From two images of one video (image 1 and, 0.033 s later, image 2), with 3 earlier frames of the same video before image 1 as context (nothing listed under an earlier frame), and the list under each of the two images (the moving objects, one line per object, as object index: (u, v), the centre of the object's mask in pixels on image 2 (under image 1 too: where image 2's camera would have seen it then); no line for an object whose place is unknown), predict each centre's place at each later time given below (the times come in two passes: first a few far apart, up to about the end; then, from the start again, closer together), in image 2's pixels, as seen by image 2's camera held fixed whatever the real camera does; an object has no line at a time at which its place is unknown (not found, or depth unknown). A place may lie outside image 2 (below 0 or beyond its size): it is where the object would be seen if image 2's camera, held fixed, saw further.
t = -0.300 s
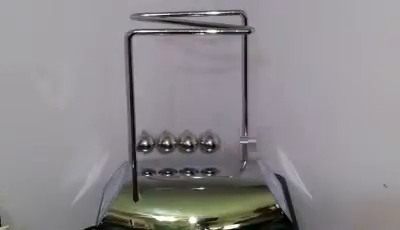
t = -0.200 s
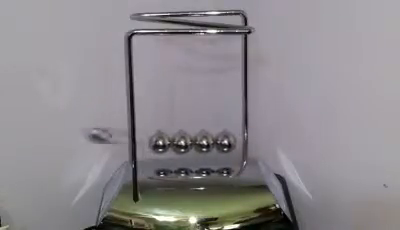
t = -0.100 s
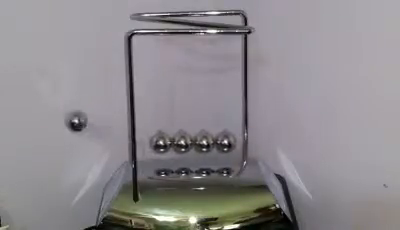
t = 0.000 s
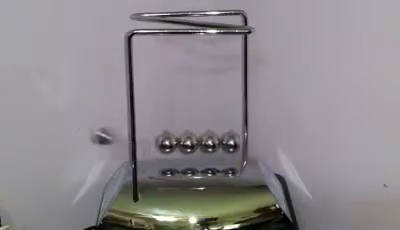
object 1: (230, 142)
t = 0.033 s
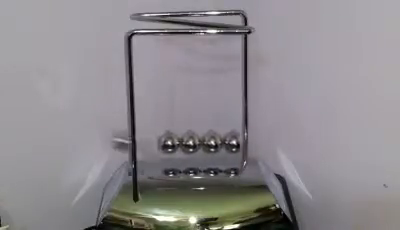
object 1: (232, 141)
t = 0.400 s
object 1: (241, 142)
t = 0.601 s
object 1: (225, 141)
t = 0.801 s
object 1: (258, 138)
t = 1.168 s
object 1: (224, 141)
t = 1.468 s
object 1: (237, 142)
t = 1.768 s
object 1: (254, 139)
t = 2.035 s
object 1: (229, 141)
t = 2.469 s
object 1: (247, 143)
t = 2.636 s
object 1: (222, 141)
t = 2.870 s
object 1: (245, 143)
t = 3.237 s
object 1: (223, 141)
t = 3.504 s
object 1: (235, 142)
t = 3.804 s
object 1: (261, 138)
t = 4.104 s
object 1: (228, 141)
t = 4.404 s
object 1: (276, 133)
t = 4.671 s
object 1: (221, 141)
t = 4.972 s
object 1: (258, 139)
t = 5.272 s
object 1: (221, 141)
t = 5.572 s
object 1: (237, 142)
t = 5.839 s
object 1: (263, 138)
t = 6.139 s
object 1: (227, 141)
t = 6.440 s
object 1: (270, 136)
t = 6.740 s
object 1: (221, 141)
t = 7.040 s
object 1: (255, 139)
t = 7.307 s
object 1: (228, 140)
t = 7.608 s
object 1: (237, 142)
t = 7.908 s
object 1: (255, 140)
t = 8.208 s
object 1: (229, 141)
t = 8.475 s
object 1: (262, 138)
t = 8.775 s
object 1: (221, 141)
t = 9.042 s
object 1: (241, 141)
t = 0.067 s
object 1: (235, 142)
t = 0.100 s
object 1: (255, 143)
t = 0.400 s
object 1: (241, 142)
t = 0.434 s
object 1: (227, 142)
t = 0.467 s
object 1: (226, 141)
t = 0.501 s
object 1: (225, 142)
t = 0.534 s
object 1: (224, 141)
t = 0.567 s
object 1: (224, 142)
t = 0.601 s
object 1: (225, 141)
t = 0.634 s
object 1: (226, 141)
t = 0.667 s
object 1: (229, 141)
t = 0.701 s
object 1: (230, 142)
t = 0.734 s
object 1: (234, 142)
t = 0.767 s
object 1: (236, 142)
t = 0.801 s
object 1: (258, 138)
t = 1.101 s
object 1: (237, 142)
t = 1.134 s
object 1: (225, 142)
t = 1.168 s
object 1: (224, 141)
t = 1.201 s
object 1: (223, 141)
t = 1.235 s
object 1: (223, 141)
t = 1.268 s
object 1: (224, 141)
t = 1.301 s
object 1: (225, 141)
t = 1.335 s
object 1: (227, 141)
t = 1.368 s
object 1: (229, 142)
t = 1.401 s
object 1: (231, 142)
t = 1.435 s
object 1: (234, 142)
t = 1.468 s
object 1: (237, 142)
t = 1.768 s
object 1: (254, 139)
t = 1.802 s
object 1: (232, 142)
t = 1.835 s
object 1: (224, 142)
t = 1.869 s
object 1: (223, 141)
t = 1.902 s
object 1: (222, 141)
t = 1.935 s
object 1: (223, 141)
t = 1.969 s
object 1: (224, 141)
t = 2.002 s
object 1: (226, 141)
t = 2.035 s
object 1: (229, 141)
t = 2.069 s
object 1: (230, 142)
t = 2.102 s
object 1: (233, 141)
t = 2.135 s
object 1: (236, 142)
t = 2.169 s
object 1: (240, 142)
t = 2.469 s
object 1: (247, 143)
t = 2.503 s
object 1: (231, 143)
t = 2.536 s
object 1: (222, 141)
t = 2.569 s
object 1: (222, 141)
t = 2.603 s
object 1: (222, 141)
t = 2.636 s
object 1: (222, 141)
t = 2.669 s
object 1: (224, 141)
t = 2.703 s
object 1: (226, 141)
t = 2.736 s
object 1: (229, 141)
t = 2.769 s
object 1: (231, 141)
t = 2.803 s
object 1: (234, 142)
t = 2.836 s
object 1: (237, 141)
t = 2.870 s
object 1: (245, 143)
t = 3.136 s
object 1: (256, 140)
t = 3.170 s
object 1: (240, 144)
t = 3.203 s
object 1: (224, 141)
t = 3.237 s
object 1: (223, 141)
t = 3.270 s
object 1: (221, 141)
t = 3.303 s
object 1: (222, 141)
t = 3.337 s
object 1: (223, 141)
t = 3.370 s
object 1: (225, 141)
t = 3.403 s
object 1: (227, 141)
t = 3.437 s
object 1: (230, 141)
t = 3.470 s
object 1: (232, 141)
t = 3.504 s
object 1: (235, 142)
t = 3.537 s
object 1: (238, 142)
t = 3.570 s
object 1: (250, 140)
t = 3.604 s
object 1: (264, 139)
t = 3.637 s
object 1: (273, 135)
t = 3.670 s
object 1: (278, 135)
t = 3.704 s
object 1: (278, 132)
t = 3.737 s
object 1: (277, 133)
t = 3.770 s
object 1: (272, 135)
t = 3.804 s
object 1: (261, 138)
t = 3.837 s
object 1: (248, 144)
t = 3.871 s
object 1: (234, 142)
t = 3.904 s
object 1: (221, 141)
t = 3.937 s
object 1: (220, 141)
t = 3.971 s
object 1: (220, 141)
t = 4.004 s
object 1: (221, 141)
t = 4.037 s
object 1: (224, 141)
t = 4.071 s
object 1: (226, 141)
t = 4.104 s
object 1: (228, 141)
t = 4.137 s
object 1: (230, 141)
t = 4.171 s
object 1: (234, 142)
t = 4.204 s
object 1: (236, 142)
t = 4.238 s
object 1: (239, 142)
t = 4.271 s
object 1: (255, 139)
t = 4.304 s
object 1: (266, 138)
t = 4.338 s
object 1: (273, 135)
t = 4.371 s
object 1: (276, 134)
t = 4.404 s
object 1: (276, 133)
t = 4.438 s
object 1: (273, 135)
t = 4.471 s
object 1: (267, 136)
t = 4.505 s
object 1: (256, 139)
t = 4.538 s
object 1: (238, 140)
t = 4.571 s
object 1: (224, 141)
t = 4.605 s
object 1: (221, 141)
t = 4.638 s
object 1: (220, 141)
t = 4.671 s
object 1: (221, 141)
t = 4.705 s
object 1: (222, 141)
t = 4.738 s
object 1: (224, 141)
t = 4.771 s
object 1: (226, 141)
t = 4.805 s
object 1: (229, 141)
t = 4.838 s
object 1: (232, 142)
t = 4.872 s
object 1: (235, 142)
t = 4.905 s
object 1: (238, 142)
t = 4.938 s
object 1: (245, 143)
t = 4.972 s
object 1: (258, 139)
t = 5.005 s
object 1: (266, 137)
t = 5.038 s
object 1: (271, 136)
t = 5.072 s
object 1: (274, 136)
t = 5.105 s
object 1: (273, 136)
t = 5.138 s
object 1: (268, 138)
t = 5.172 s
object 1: (259, 139)
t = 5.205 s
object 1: (247, 142)
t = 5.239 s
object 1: (234, 142)
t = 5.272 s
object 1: (221, 141)
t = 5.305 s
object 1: (220, 141)
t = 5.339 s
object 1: (220, 141)
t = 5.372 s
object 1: (221, 141)
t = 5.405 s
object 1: (223, 141)
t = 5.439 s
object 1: (226, 142)
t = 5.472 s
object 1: (228, 141)
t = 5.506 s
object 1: (231, 141)
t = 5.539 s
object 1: (234, 142)
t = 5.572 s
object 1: (237, 142)
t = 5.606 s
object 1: (240, 142)
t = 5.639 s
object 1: (249, 142)
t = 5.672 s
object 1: (262, 138)
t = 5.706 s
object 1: (267, 137)
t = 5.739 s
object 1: (271, 136)
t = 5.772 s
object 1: (271, 136)
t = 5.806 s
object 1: (268, 137)
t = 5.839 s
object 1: (263, 138)
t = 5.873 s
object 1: (254, 140)
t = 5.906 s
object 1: (237, 141)
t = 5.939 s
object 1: (227, 141)
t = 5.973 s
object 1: (221, 141)
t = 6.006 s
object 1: (221, 141)
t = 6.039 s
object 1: (222, 141)
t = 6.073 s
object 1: (222, 141)
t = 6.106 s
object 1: (224, 141)
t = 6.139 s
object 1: (227, 141)
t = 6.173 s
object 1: (230, 141)
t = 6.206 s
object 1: (232, 141)
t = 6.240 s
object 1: (235, 142)
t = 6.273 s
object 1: (238, 142)
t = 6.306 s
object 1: (244, 141)
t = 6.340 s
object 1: (255, 141)
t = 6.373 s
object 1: (263, 139)
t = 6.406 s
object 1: (267, 137)
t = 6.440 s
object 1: (270, 136)
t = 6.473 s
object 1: (268, 136)
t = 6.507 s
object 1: (265, 138)
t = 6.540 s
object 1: (258, 139)
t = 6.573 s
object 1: (247, 140)
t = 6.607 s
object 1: (233, 141)
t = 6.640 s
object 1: (223, 141)
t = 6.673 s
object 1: (220, 141)
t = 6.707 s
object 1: (220, 142)
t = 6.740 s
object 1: (221, 141)
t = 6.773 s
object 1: (223, 141)
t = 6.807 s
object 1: (225, 141)
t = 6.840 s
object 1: (229, 141)
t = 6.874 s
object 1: (231, 141)
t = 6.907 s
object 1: (237, 140)
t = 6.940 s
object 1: (239, 140)
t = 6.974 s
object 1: (241, 140)
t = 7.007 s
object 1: (248, 141)
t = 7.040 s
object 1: (255, 139)
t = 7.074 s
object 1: (263, 137)
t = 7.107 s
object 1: (267, 136)
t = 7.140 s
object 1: (267, 136)
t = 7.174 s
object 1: (265, 137)
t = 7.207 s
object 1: (256, 138)
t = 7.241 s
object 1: (248, 140)
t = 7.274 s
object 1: (239, 143)
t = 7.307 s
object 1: (228, 140)
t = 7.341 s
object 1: (221, 141)
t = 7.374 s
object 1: (220, 141)
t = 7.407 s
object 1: (221, 141)
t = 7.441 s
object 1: (222, 141)
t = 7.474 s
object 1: (225, 141)
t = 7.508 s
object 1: (228, 141)
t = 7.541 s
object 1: (230, 141)
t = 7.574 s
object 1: (234, 141)
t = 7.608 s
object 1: (237, 142)
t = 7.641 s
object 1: (240, 141)
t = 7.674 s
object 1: (242, 143)
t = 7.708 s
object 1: (255, 140)
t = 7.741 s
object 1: (258, 139)
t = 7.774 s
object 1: (264, 138)
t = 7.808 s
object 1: (265, 138)
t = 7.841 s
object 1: (264, 138)
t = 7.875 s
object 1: (259, 139)
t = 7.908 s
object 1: (255, 140)
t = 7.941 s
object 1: (244, 140)
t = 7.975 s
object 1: (232, 143)
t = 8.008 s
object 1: (222, 141)
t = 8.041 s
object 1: (220, 141)
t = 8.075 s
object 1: (220, 141)
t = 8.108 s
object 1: (222, 141)
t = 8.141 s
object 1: (223, 141)
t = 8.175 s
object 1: (226, 141)
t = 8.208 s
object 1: (229, 141)
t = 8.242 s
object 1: (231, 141)
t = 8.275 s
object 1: (235, 143)
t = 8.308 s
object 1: (238, 143)
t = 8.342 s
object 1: (241, 143)
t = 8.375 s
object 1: (246, 143)
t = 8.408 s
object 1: (256, 139)
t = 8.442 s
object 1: (261, 139)
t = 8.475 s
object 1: (262, 138)
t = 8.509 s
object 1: (262, 138)
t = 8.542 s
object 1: (260, 138)
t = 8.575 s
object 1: (256, 139)
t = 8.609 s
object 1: (247, 141)
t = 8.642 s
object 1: (238, 141)
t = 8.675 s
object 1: (229, 142)
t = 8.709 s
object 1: (221, 141)
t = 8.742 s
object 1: (221, 141)
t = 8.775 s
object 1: (221, 141)
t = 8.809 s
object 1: (223, 141)
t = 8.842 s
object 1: (225, 141)
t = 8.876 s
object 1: (229, 141)
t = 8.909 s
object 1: (231, 141)
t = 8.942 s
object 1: (234, 141)
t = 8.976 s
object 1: (237, 141)
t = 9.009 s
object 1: (240, 141)
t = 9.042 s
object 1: (241, 141)
